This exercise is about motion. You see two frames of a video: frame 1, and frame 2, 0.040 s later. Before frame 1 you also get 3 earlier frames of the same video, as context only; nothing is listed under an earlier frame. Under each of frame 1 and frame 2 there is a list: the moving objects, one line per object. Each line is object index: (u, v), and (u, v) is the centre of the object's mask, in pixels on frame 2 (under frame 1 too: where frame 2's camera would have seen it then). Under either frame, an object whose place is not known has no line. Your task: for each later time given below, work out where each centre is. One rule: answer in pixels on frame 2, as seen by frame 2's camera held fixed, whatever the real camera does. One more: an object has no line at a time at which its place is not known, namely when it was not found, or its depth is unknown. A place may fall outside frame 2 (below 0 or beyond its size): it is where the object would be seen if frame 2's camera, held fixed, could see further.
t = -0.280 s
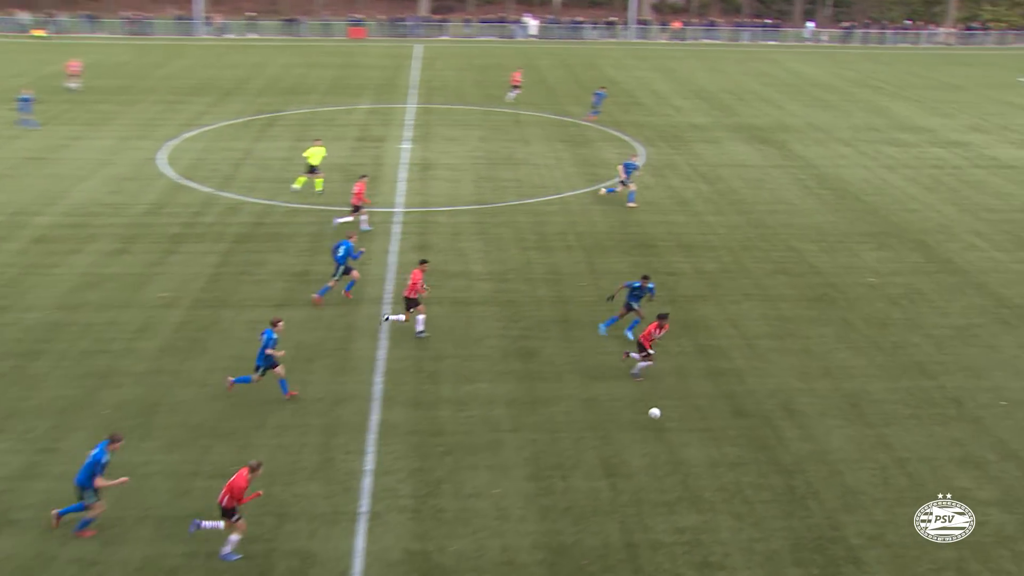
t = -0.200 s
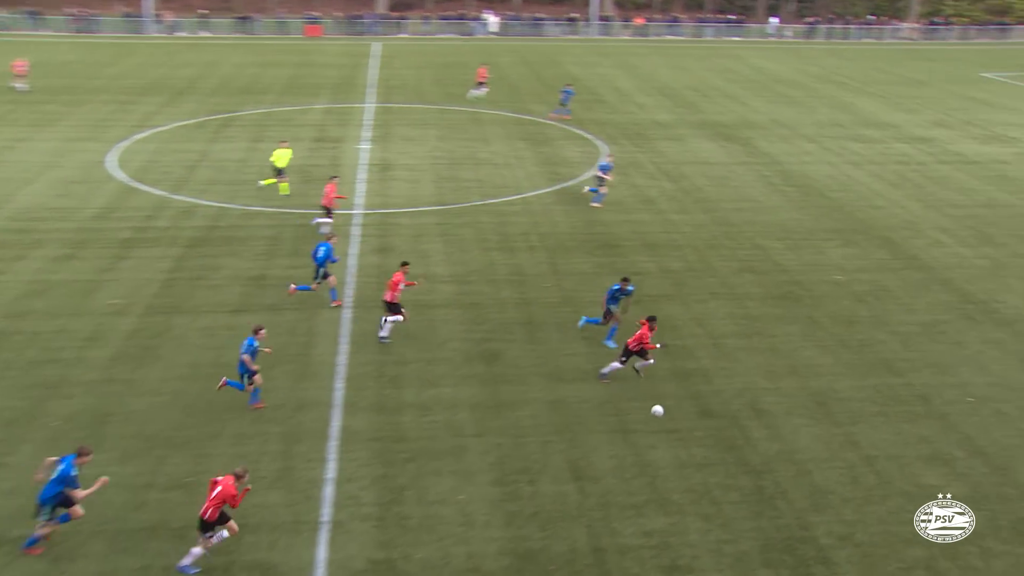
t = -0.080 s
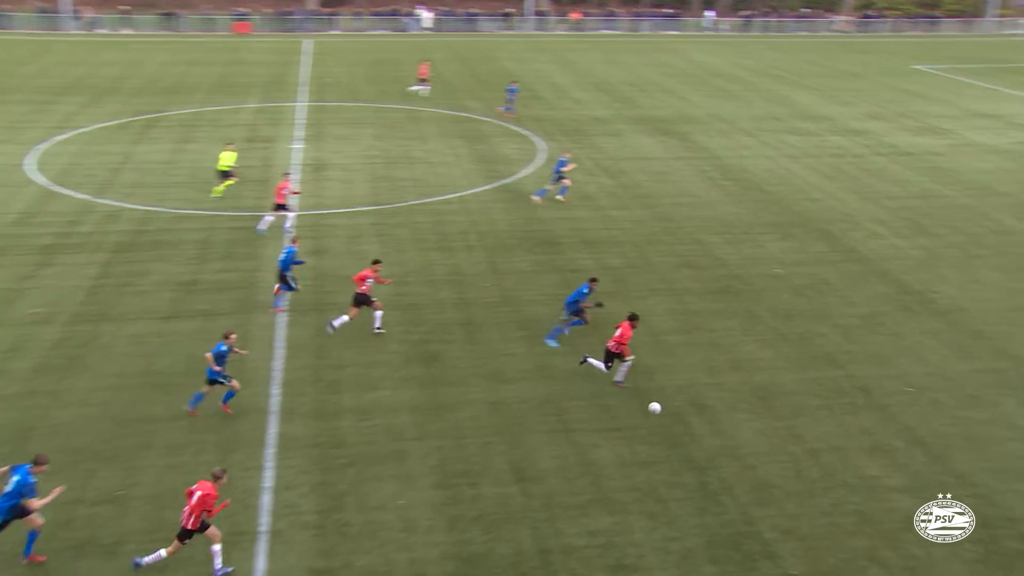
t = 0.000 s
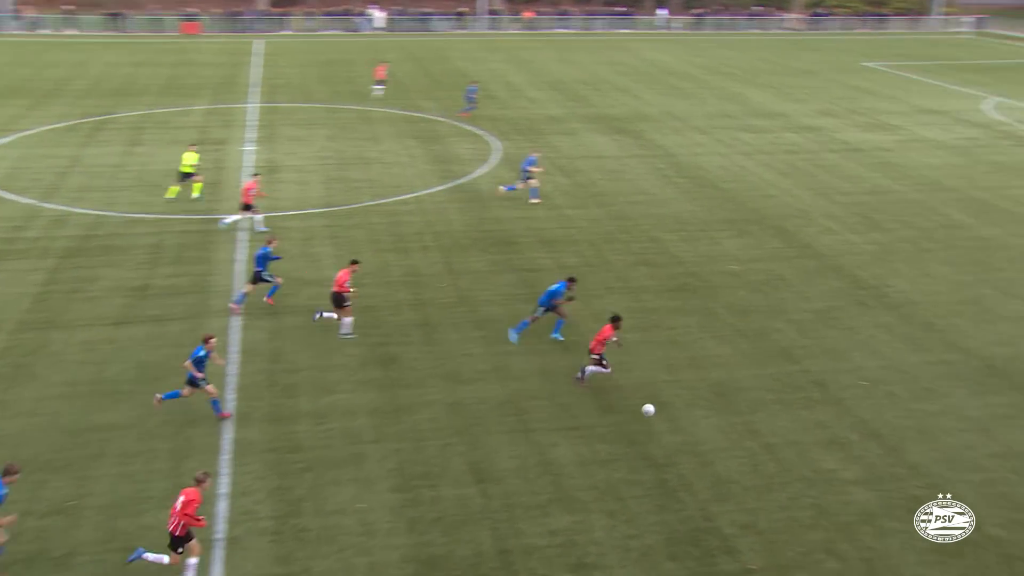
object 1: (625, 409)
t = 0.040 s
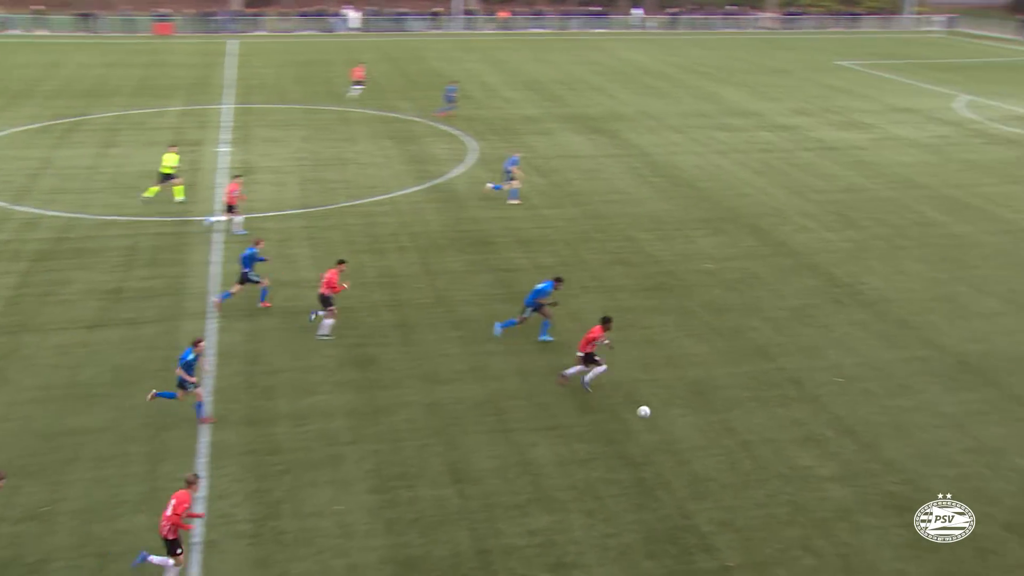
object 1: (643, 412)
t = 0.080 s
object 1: (661, 416)
